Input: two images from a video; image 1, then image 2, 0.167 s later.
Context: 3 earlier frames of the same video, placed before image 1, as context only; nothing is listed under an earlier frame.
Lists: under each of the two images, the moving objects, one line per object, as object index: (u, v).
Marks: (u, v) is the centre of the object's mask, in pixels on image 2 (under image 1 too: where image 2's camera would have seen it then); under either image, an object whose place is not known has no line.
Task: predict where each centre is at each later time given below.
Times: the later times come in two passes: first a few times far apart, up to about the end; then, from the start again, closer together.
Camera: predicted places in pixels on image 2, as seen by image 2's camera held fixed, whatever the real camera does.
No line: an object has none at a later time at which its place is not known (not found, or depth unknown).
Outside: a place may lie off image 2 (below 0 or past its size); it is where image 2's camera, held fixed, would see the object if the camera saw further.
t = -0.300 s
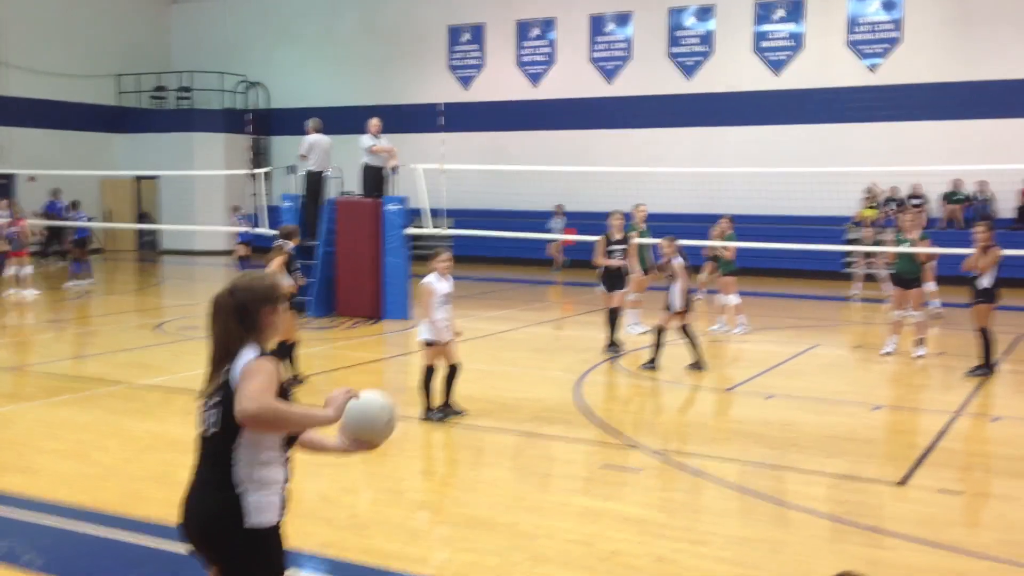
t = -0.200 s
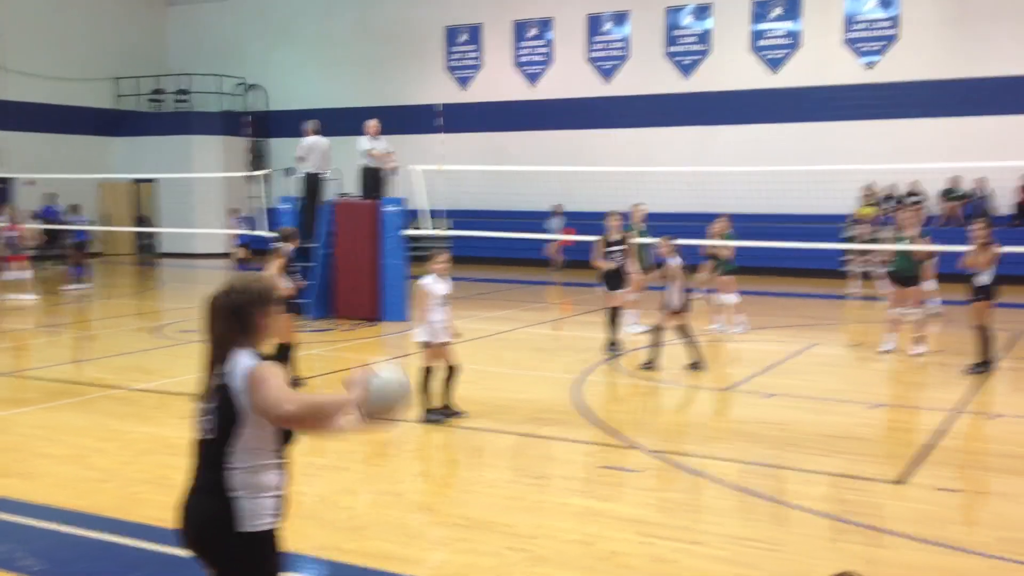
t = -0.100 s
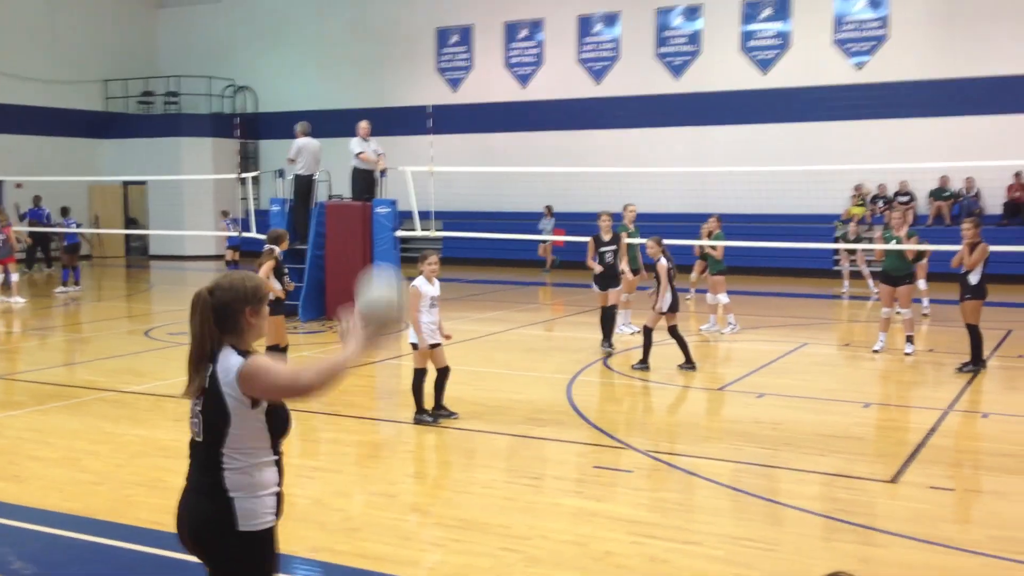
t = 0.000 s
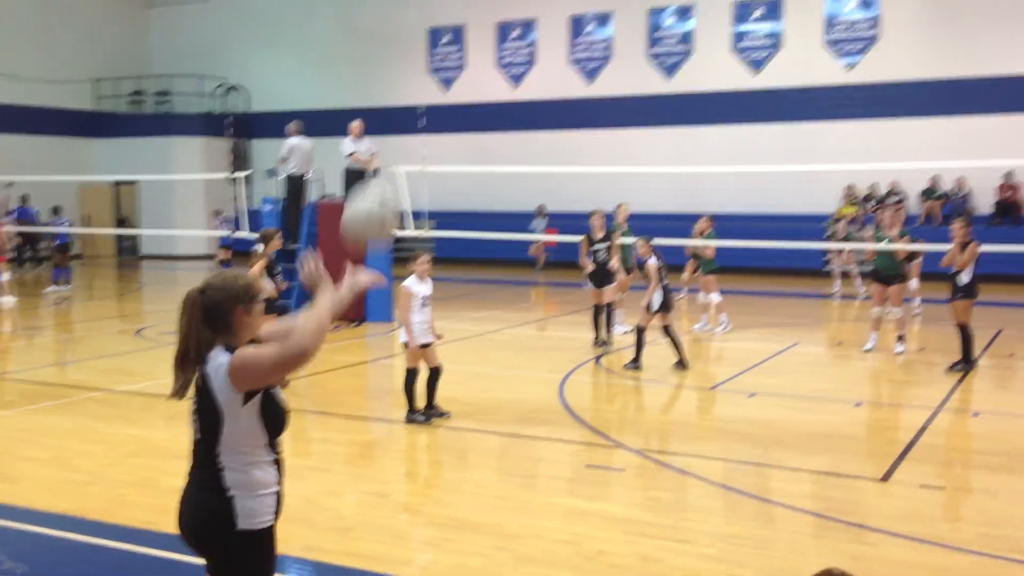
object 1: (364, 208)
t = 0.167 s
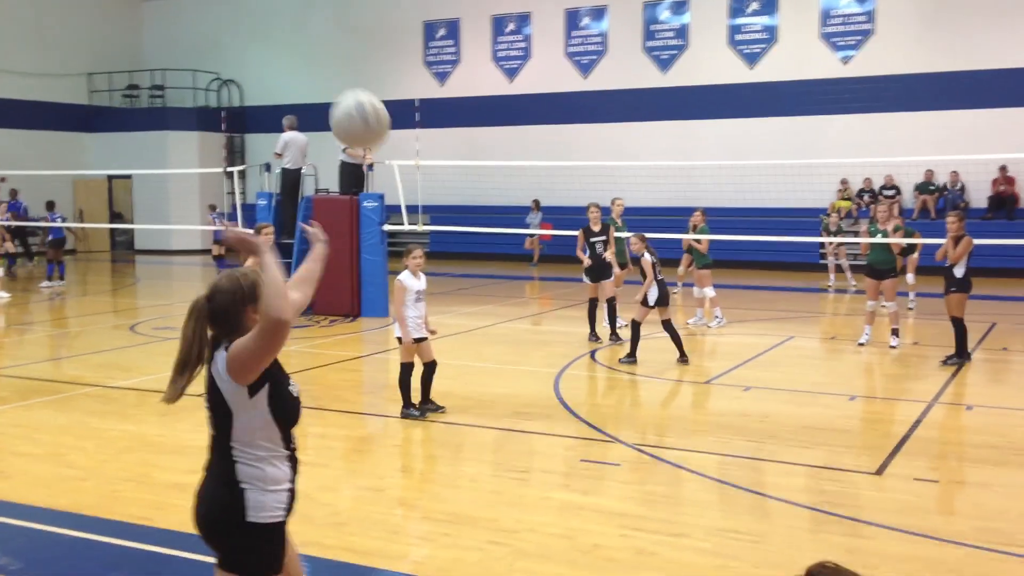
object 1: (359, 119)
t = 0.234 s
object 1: (357, 104)
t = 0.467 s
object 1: (351, 141)
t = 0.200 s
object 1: (358, 110)
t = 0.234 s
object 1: (357, 104)
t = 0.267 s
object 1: (357, 101)
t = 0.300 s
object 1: (355, 100)
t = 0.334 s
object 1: (354, 102)
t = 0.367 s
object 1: (353, 106)
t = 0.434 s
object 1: (351, 126)
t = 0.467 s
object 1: (351, 141)
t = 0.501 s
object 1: (353, 159)
